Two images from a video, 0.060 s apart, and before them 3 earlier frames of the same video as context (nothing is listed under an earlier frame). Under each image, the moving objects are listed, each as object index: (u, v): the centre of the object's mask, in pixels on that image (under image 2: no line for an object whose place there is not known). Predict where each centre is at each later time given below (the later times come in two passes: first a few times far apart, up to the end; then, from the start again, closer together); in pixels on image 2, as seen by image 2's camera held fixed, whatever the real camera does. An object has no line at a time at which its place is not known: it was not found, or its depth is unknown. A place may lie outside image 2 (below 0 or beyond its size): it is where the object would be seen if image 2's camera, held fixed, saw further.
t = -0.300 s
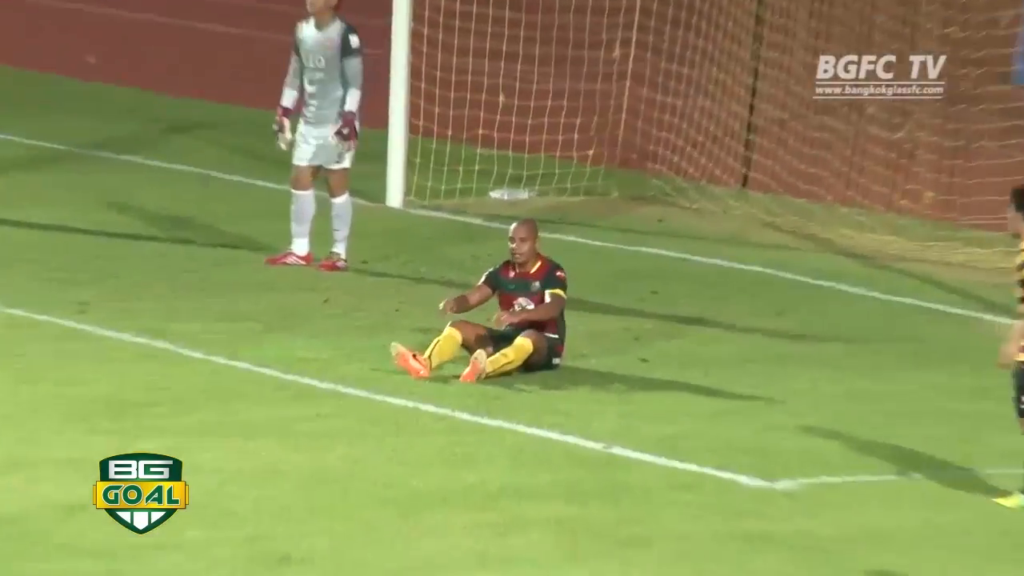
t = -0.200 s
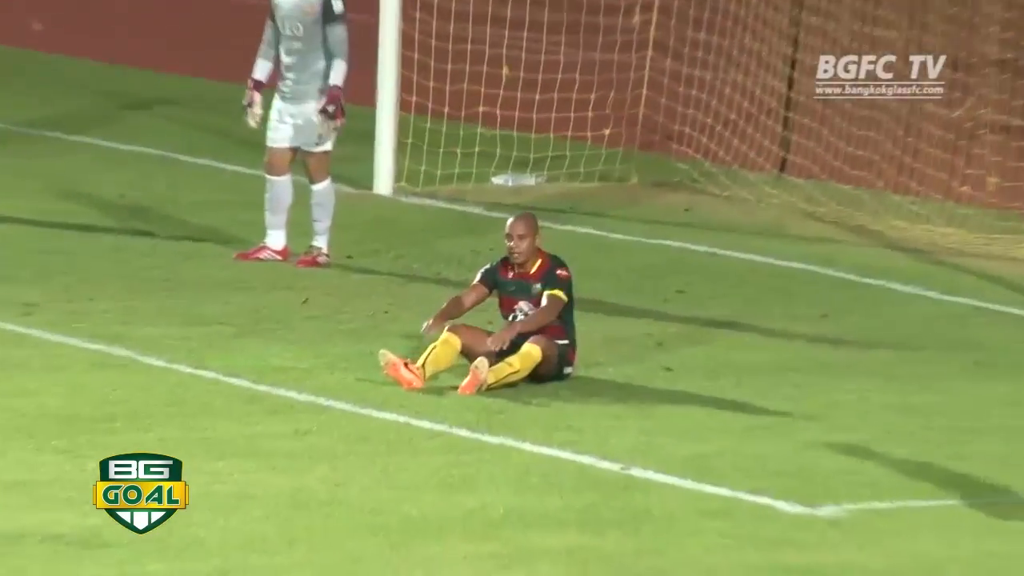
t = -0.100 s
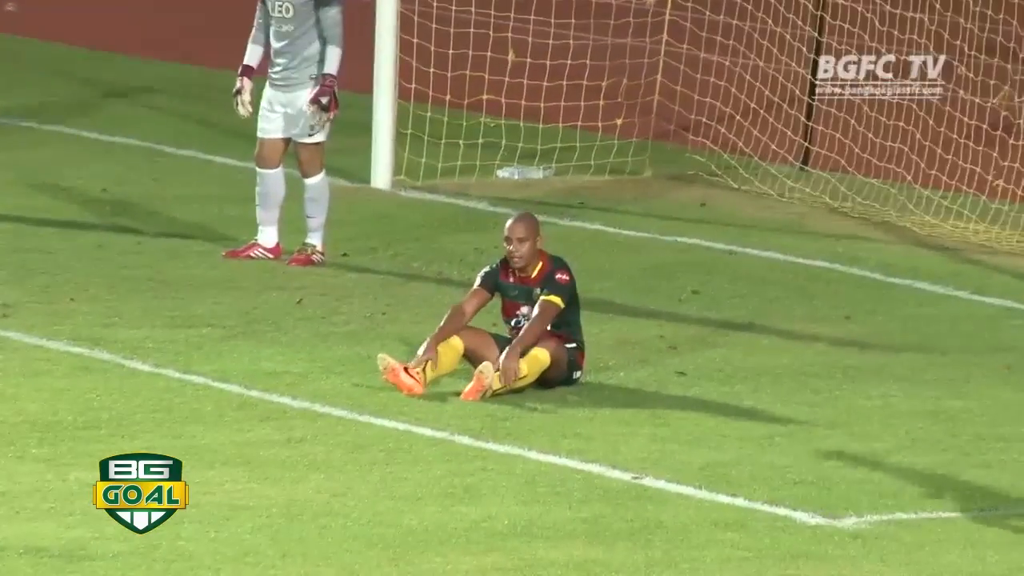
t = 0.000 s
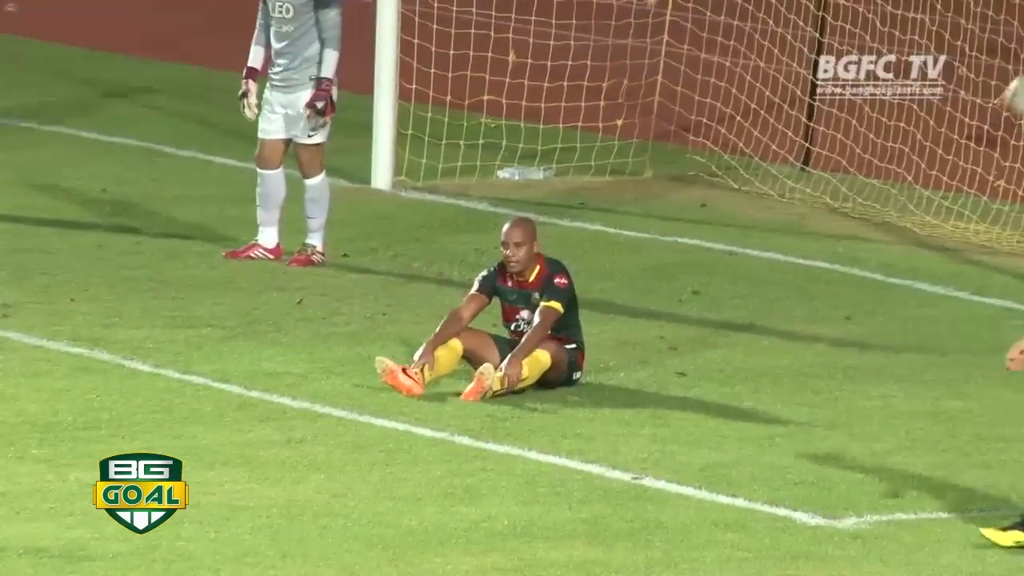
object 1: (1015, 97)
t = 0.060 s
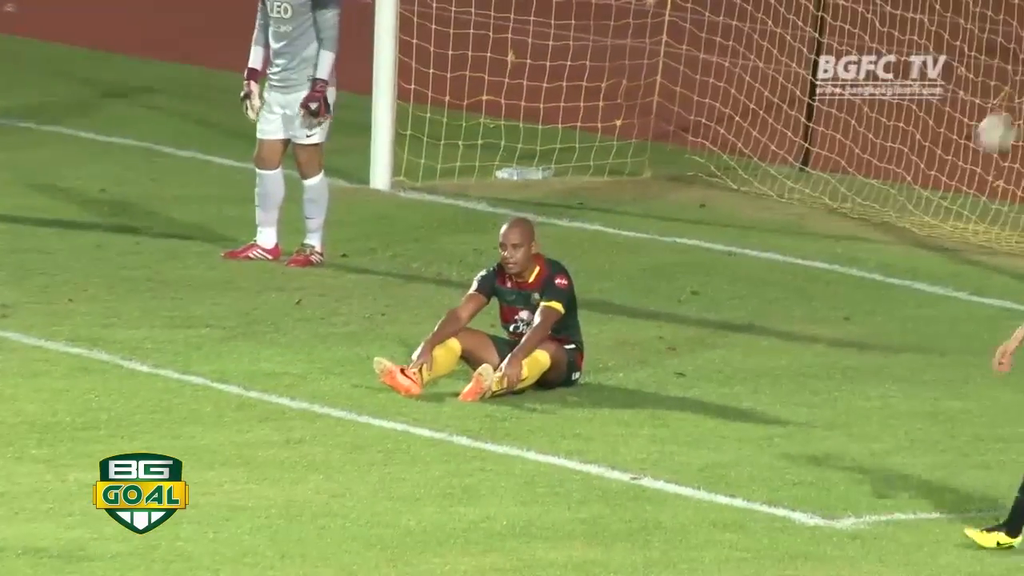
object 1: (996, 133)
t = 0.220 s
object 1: (910, 68)
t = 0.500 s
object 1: (774, 52)
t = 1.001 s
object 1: (546, 106)
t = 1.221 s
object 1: (460, 130)
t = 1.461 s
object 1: (359, 134)
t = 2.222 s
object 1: (135, 143)
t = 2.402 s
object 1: (90, 143)
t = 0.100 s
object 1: (976, 120)
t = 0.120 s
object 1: (965, 110)
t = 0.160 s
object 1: (943, 92)
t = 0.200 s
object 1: (925, 73)
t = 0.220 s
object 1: (910, 68)
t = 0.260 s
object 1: (893, 58)
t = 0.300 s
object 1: (875, 46)
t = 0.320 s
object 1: (864, 43)
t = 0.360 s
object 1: (846, 40)
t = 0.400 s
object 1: (828, 40)
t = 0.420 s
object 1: (812, 40)
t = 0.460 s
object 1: (794, 45)
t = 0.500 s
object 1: (774, 52)
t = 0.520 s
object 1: (762, 56)
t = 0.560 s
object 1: (742, 66)
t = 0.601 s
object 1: (722, 80)
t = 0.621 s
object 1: (711, 86)
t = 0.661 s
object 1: (688, 107)
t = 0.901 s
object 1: (584, 106)
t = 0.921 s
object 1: (575, 105)
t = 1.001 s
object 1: (546, 106)
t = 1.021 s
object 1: (537, 109)
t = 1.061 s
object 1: (521, 121)
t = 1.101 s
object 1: (501, 130)
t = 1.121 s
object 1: (498, 137)
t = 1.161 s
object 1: (483, 135)
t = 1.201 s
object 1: (468, 131)
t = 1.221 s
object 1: (460, 130)
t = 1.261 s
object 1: (444, 129)
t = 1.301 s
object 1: (427, 130)
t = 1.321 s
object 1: (420, 134)
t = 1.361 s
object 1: (407, 138)
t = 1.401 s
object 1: (399, 135)
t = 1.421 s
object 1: (395, 136)
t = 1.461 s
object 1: (359, 134)
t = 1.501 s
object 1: (349, 138)
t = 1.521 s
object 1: (344, 140)
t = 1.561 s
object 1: (334, 141)
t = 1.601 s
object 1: (328, 140)
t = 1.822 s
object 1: (238, 141)
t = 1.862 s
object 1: (231, 139)
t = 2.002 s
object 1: (191, 138)
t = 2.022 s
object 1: (184, 137)
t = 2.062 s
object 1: (173, 140)
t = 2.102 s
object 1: (163, 141)
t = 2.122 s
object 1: (158, 141)
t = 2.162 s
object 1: (146, 142)
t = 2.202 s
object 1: (139, 142)
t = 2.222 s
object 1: (135, 143)
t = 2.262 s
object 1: (124, 143)
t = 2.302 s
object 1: (115, 142)
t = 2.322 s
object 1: (109, 142)
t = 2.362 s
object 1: (99, 143)
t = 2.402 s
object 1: (90, 143)
